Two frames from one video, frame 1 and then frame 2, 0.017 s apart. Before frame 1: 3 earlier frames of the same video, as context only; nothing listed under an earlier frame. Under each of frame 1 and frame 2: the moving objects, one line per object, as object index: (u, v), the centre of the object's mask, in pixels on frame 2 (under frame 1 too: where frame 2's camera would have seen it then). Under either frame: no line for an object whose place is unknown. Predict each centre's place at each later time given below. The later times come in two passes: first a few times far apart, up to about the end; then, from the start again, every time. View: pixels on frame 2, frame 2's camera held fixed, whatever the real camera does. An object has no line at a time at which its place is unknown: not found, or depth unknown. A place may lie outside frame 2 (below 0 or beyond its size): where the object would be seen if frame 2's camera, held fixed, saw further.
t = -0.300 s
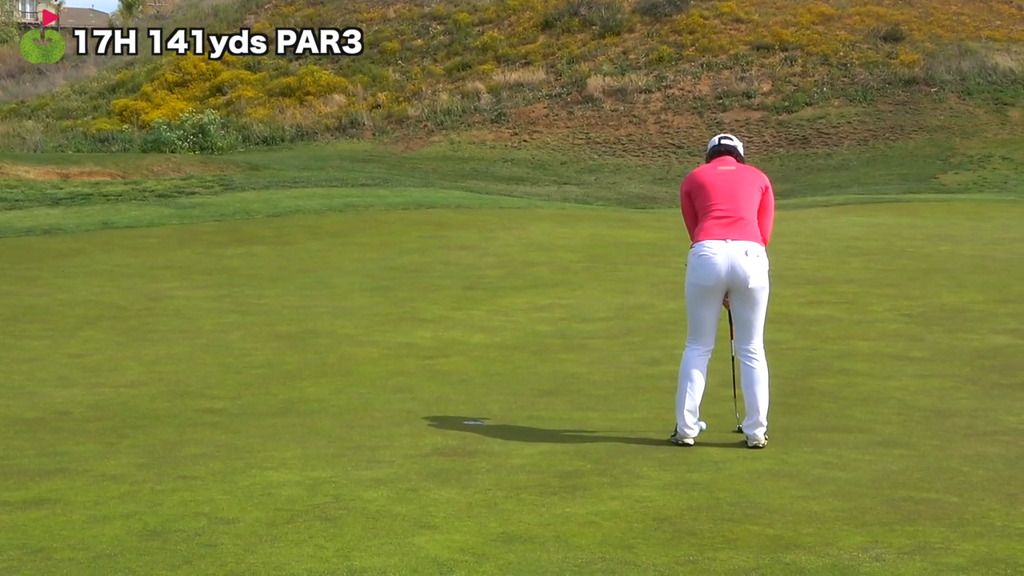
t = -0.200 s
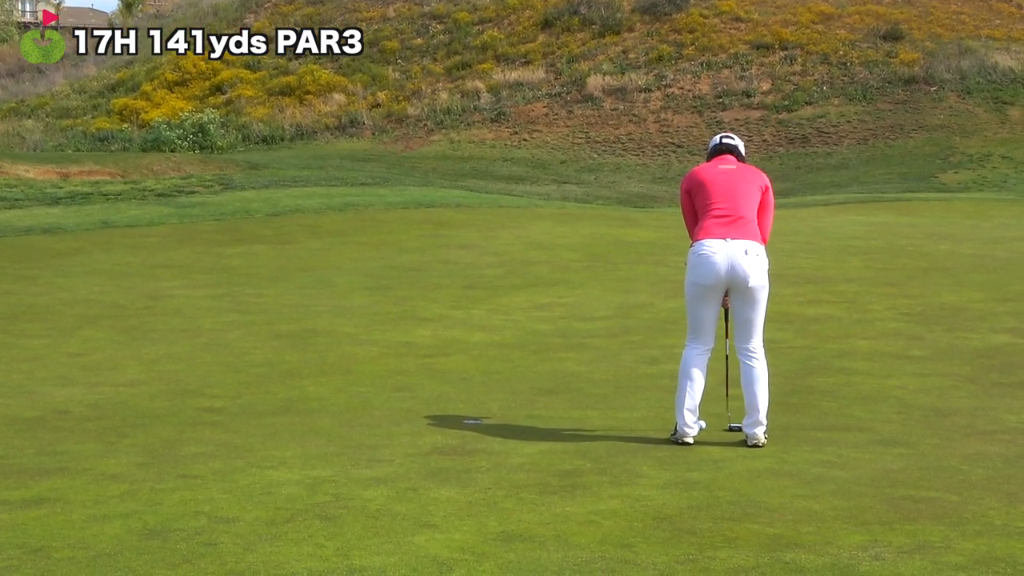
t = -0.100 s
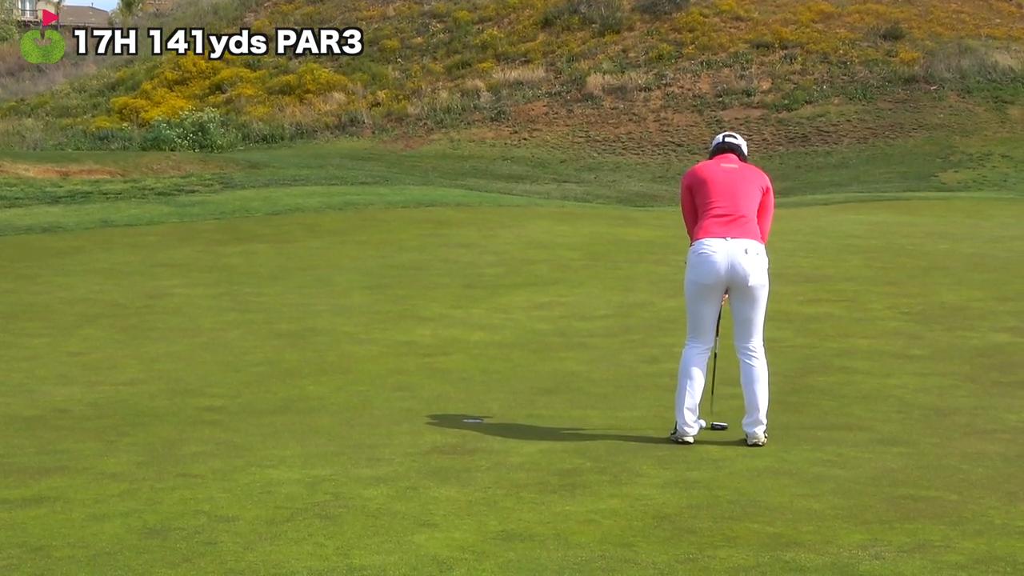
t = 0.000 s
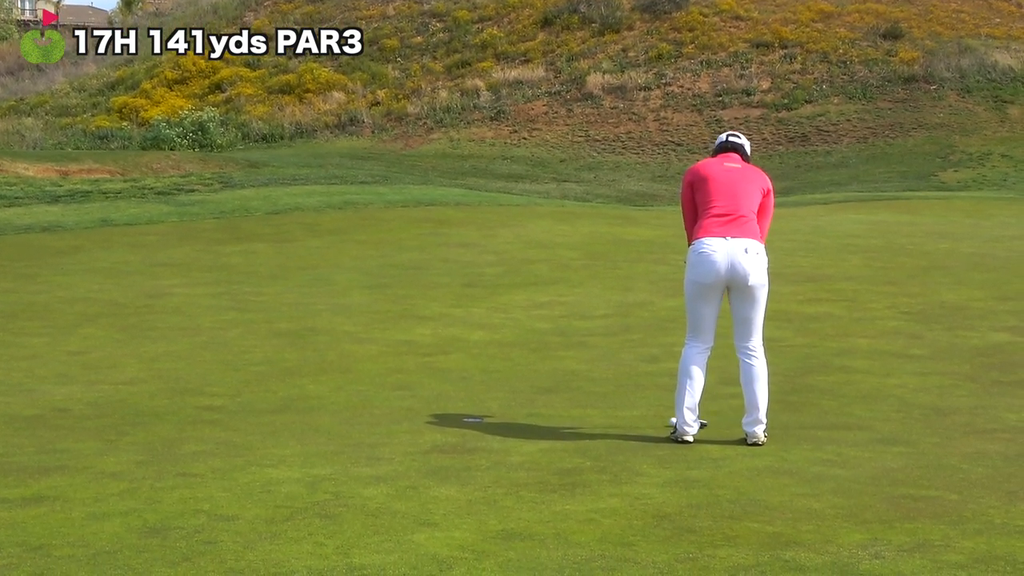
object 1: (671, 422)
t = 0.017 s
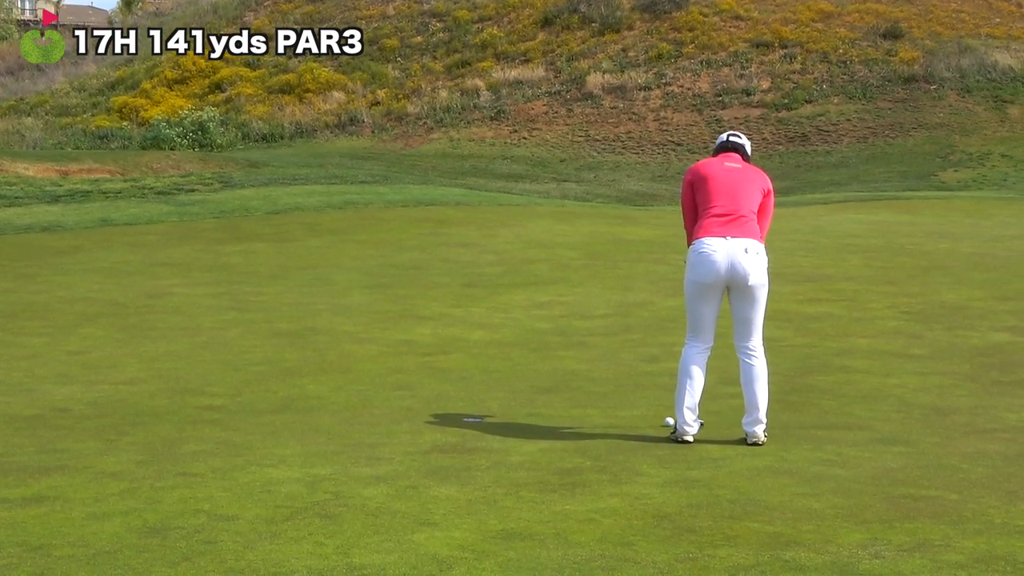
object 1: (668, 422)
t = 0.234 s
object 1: (614, 420)
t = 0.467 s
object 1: (562, 419)
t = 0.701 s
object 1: (514, 417)
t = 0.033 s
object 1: (662, 422)
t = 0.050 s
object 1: (659, 422)
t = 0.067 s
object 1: (654, 422)
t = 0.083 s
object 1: (650, 422)
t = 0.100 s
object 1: (646, 422)
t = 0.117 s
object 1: (642, 422)
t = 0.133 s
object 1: (638, 421)
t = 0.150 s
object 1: (633, 421)
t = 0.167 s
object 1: (630, 421)
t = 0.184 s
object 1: (626, 421)
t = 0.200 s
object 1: (622, 421)
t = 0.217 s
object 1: (618, 420)
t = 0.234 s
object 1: (614, 420)
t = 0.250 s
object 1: (610, 420)
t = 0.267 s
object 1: (606, 420)
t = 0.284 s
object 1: (602, 420)
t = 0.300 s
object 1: (598, 420)
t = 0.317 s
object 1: (594, 419)
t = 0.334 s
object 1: (591, 419)
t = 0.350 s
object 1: (587, 419)
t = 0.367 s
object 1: (583, 419)
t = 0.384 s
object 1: (579, 419)
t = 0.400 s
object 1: (576, 419)
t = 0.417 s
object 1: (572, 419)
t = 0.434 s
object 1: (569, 419)
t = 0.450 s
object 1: (565, 419)
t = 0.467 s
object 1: (562, 419)
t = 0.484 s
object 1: (558, 418)
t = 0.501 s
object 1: (554, 418)
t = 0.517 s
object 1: (551, 418)
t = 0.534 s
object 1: (547, 418)
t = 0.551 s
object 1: (544, 418)
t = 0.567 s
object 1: (540, 418)
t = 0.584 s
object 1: (537, 418)
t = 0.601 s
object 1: (534, 417)
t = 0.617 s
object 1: (530, 417)
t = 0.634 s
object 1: (527, 417)
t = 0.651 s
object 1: (524, 417)
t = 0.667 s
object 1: (521, 417)
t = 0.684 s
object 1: (518, 417)
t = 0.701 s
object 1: (514, 417)
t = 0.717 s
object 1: (512, 417)
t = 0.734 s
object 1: (508, 416)
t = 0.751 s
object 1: (505, 416)
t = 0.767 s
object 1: (502, 416)
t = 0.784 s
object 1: (499, 416)
